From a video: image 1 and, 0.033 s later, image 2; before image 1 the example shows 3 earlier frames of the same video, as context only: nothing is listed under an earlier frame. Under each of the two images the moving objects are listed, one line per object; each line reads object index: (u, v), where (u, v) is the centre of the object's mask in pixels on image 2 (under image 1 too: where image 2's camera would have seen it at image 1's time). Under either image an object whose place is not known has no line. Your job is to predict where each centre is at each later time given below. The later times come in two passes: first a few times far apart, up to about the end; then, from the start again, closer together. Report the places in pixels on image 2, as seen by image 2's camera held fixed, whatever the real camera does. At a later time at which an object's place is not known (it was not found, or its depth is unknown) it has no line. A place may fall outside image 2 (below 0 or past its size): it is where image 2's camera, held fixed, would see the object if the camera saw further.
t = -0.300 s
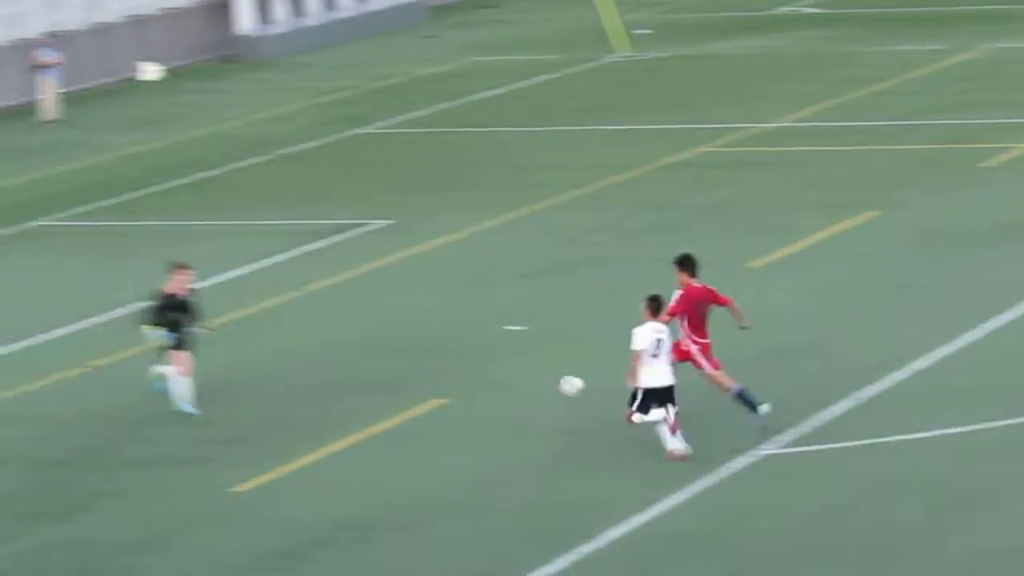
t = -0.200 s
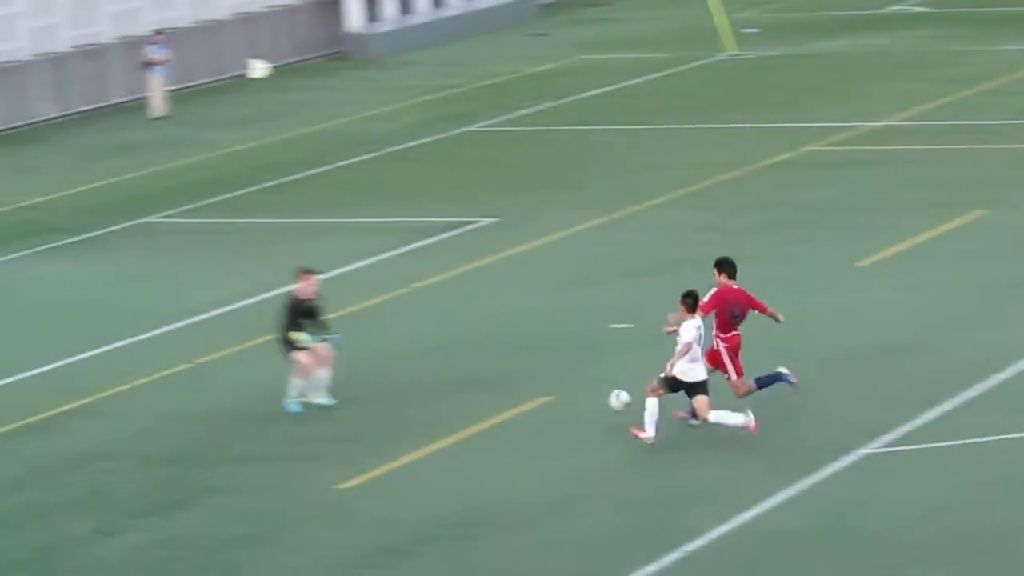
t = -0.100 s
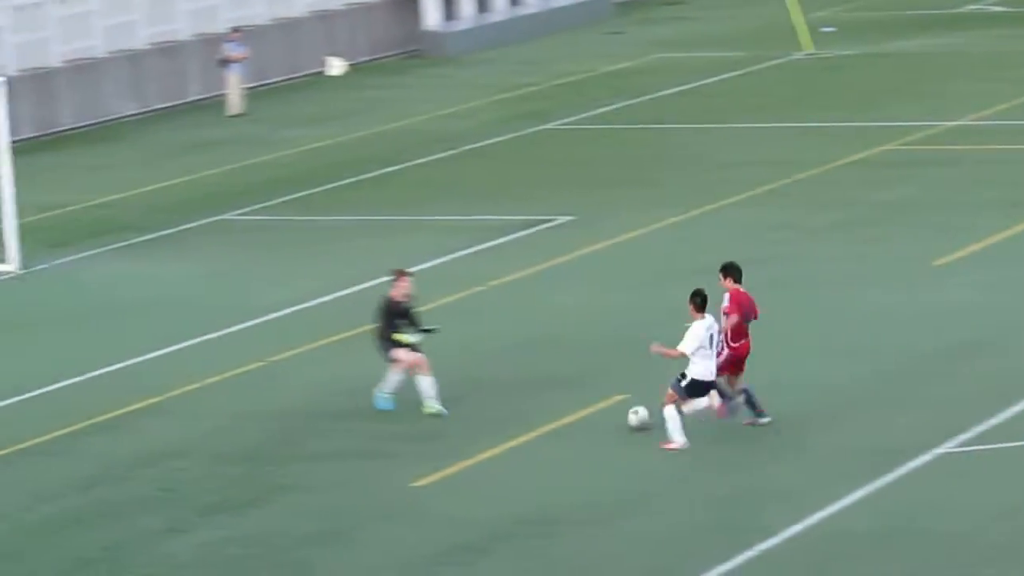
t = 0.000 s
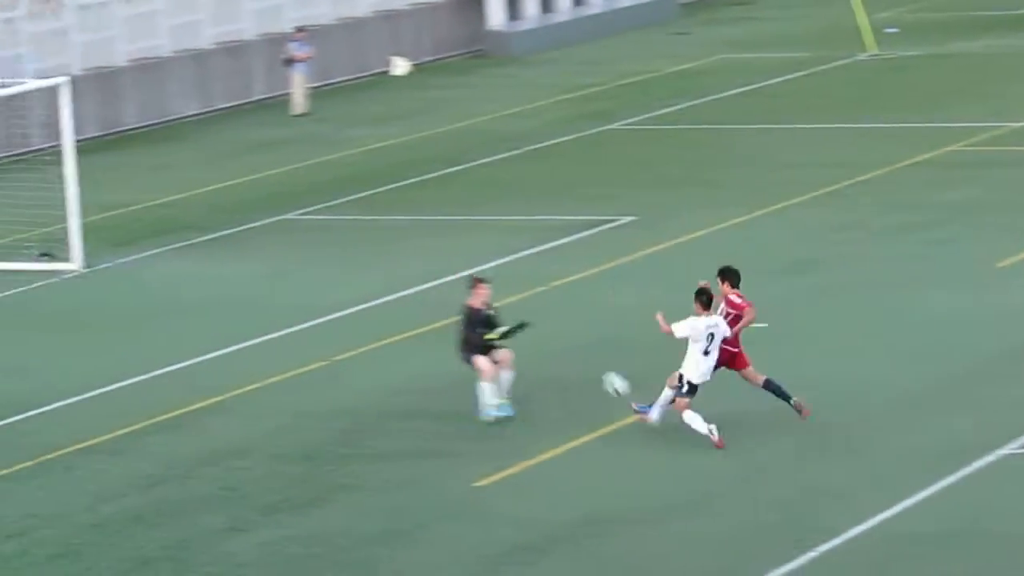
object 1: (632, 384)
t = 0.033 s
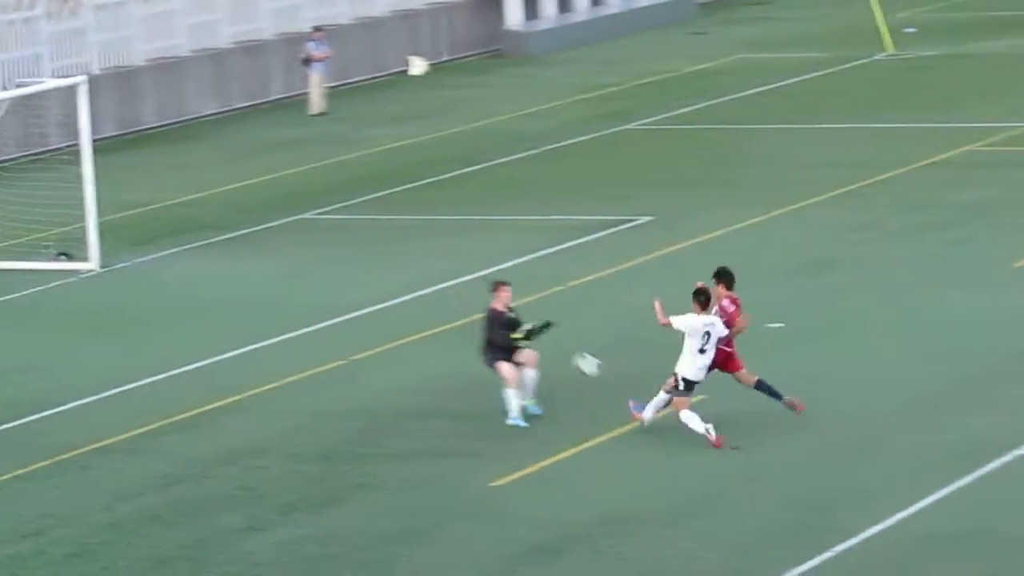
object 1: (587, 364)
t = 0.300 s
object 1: (237, 247)
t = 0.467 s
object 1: (24, 207)
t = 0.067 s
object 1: (543, 346)
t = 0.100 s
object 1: (499, 330)
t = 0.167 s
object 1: (411, 298)
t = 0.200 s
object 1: (366, 284)
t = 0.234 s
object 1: (323, 271)
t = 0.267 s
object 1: (279, 259)
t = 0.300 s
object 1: (237, 247)
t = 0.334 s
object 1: (193, 237)
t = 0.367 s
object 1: (151, 228)
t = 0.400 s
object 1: (109, 219)
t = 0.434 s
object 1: (66, 213)
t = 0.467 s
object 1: (24, 207)
